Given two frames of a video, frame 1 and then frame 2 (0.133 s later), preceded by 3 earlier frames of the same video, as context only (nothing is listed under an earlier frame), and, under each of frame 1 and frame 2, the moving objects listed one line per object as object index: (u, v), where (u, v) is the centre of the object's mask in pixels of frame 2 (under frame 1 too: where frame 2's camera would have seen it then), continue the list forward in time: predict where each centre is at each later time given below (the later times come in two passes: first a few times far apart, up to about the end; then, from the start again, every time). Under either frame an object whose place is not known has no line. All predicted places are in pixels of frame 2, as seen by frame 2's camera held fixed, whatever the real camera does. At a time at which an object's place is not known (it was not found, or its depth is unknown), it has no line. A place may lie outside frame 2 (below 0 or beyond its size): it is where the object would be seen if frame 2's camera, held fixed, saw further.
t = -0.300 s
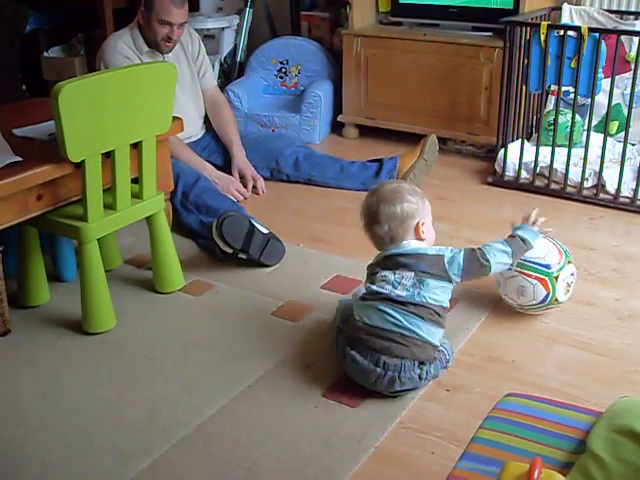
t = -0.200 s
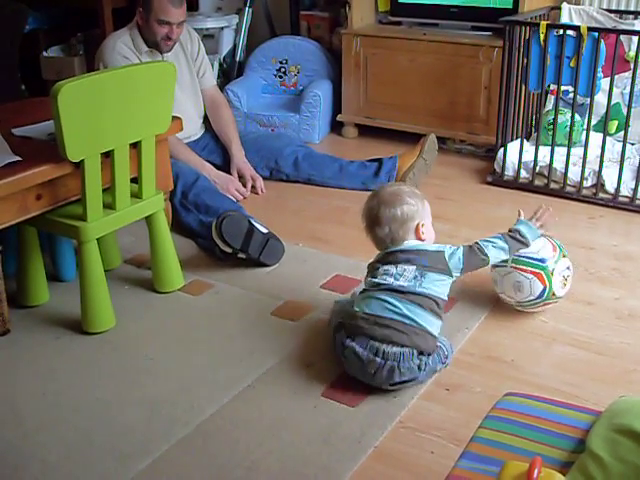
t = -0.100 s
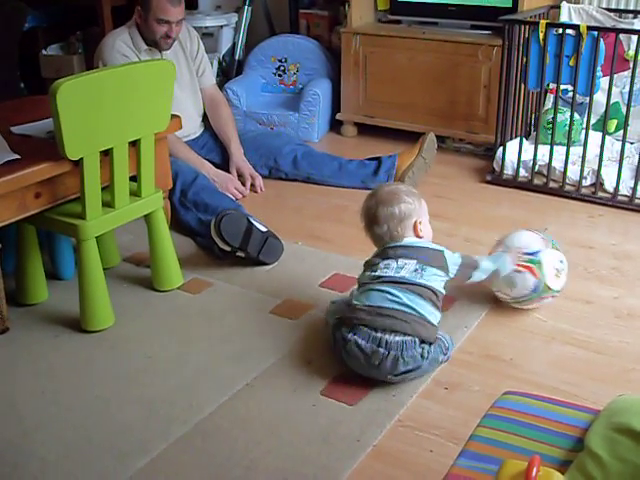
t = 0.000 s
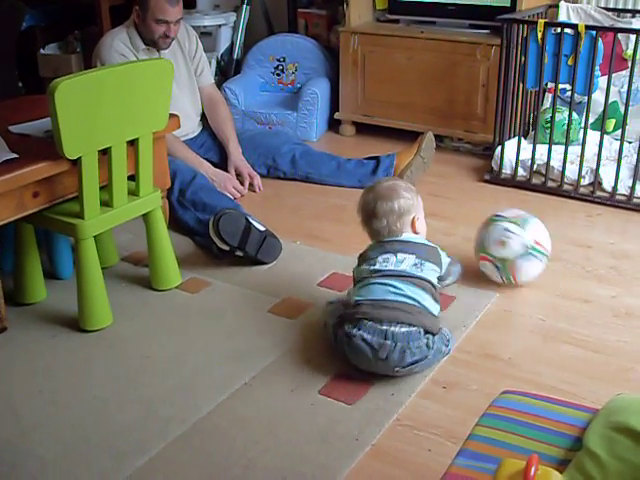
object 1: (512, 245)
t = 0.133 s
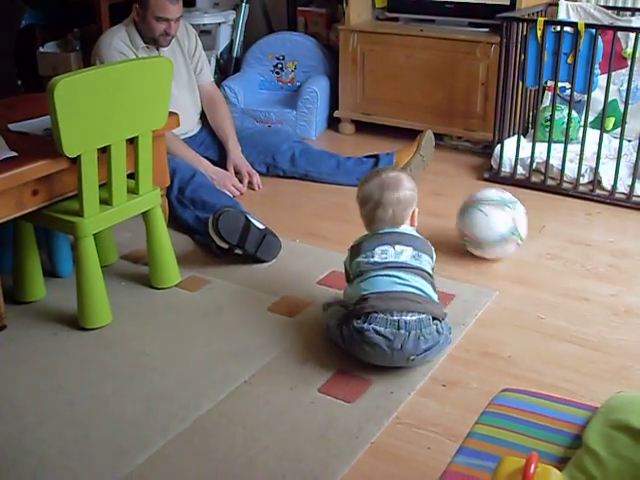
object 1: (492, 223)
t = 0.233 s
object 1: (474, 212)
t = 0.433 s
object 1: (445, 192)
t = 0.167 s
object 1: (486, 219)
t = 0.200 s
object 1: (480, 215)
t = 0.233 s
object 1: (474, 212)
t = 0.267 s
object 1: (469, 209)
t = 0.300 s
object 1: (463, 205)
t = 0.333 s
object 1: (458, 201)
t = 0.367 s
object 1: (452, 198)
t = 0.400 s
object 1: (448, 195)
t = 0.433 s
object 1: (445, 192)
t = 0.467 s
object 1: (442, 188)
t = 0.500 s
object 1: (438, 184)
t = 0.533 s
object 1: (435, 179)
